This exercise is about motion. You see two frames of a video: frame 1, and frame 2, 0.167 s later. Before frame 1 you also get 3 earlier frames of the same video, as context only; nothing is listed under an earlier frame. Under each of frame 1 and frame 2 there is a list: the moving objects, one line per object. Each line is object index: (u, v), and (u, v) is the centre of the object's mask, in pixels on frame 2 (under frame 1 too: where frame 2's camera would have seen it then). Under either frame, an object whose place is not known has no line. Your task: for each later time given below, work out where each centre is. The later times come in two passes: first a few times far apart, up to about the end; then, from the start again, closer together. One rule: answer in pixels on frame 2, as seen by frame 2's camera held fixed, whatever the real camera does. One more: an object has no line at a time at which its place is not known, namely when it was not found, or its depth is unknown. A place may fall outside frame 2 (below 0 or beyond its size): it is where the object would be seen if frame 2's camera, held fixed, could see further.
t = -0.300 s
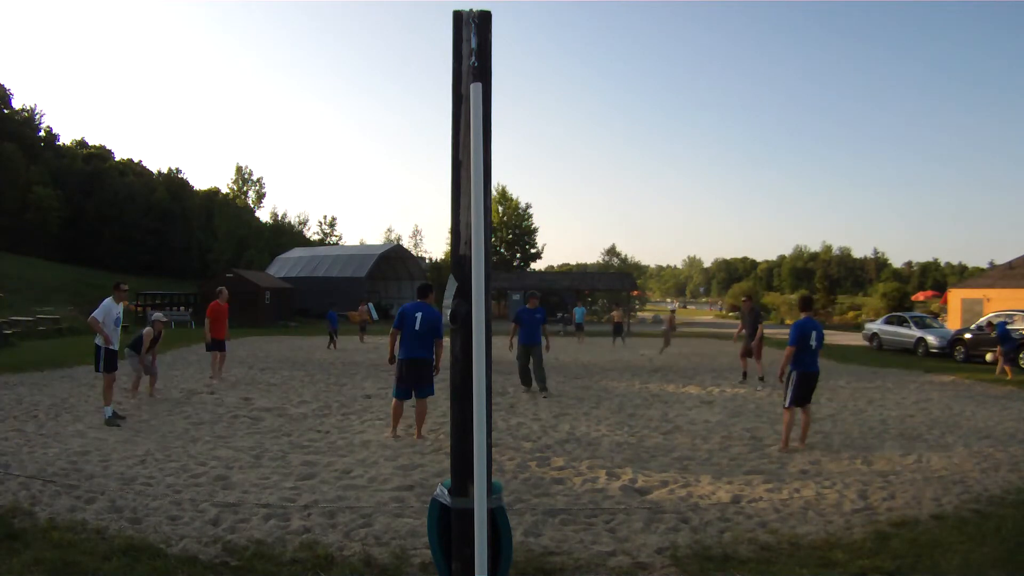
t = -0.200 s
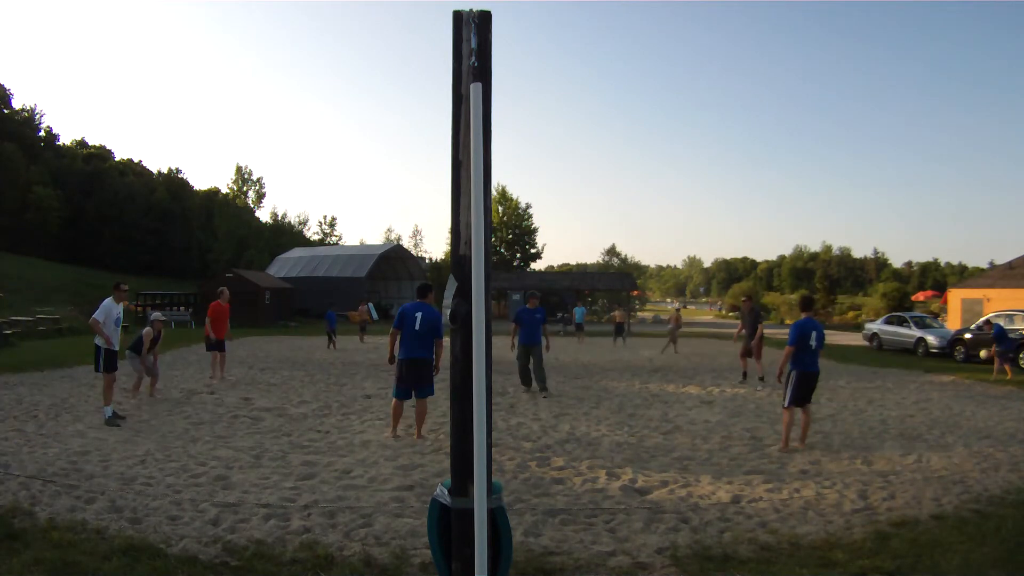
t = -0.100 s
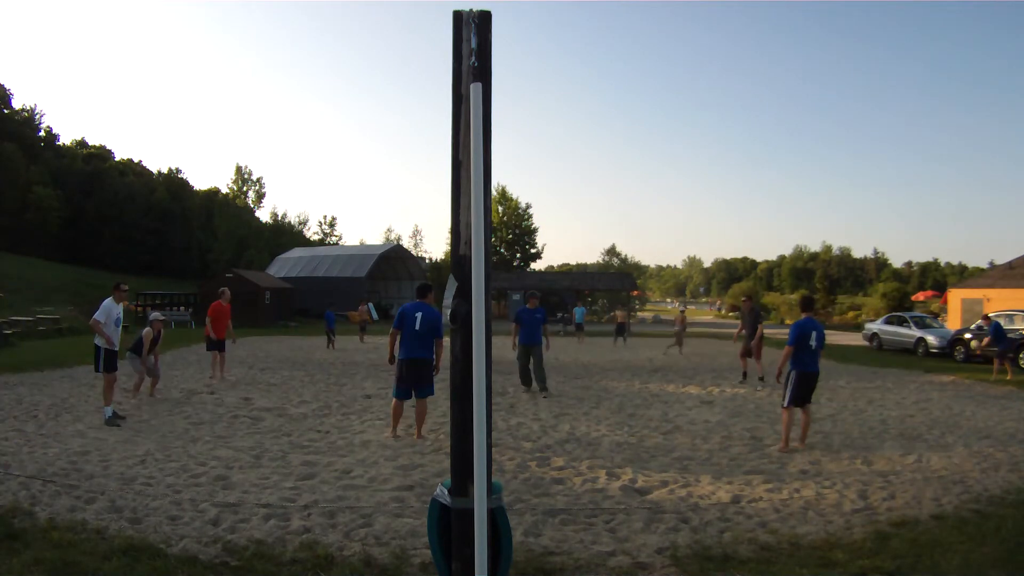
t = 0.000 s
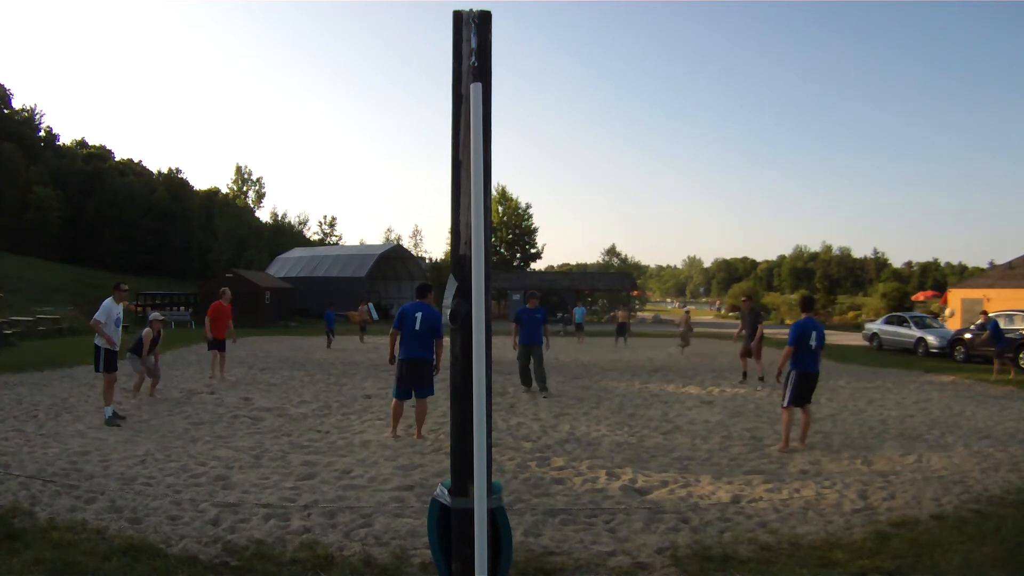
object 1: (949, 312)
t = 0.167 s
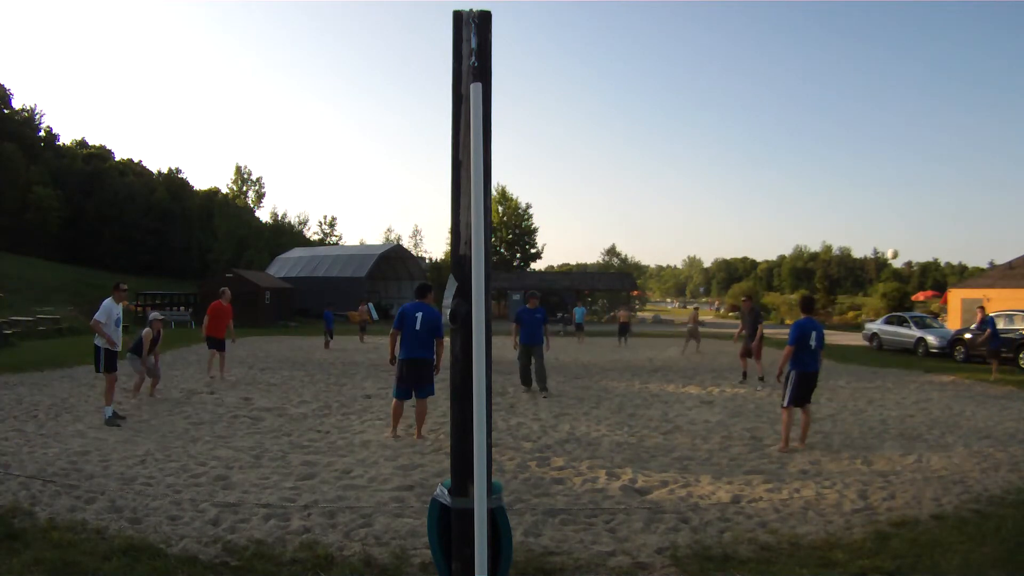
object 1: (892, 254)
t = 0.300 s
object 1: (839, 212)
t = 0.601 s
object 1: (686, 147)
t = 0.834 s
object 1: (543, 136)
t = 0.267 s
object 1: (853, 222)
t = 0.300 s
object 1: (839, 212)
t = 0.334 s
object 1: (824, 203)
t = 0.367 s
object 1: (808, 194)
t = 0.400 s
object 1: (792, 186)
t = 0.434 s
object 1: (776, 178)
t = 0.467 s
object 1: (759, 171)
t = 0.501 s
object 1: (741, 164)
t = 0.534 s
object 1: (723, 158)
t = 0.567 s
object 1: (705, 152)
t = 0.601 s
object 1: (686, 147)
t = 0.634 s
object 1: (667, 143)
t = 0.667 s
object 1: (647, 140)
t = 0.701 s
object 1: (628, 138)
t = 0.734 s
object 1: (607, 136)
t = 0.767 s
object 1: (586, 135)
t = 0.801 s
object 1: (565, 135)
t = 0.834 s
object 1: (543, 136)
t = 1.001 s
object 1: (433, 153)
